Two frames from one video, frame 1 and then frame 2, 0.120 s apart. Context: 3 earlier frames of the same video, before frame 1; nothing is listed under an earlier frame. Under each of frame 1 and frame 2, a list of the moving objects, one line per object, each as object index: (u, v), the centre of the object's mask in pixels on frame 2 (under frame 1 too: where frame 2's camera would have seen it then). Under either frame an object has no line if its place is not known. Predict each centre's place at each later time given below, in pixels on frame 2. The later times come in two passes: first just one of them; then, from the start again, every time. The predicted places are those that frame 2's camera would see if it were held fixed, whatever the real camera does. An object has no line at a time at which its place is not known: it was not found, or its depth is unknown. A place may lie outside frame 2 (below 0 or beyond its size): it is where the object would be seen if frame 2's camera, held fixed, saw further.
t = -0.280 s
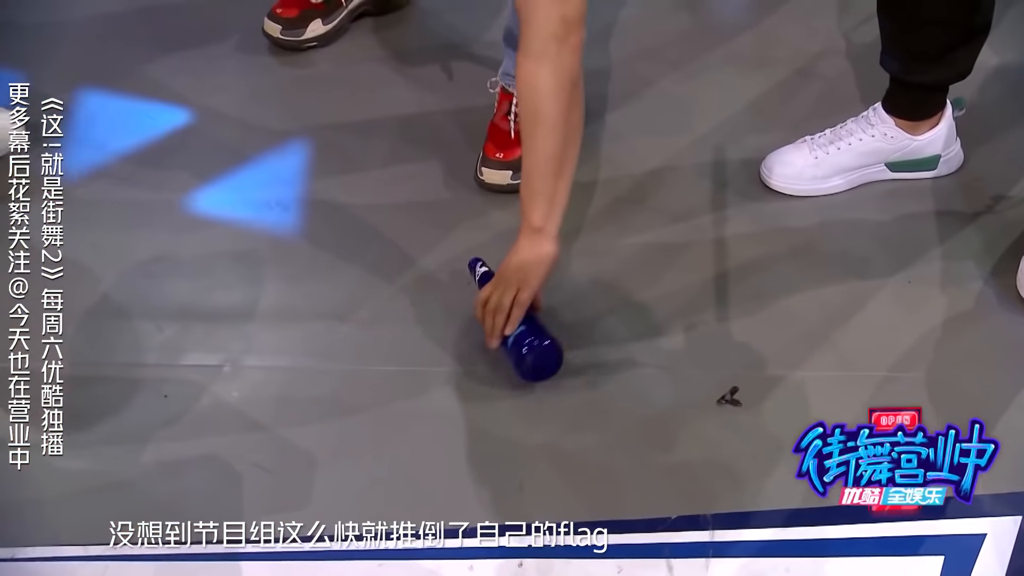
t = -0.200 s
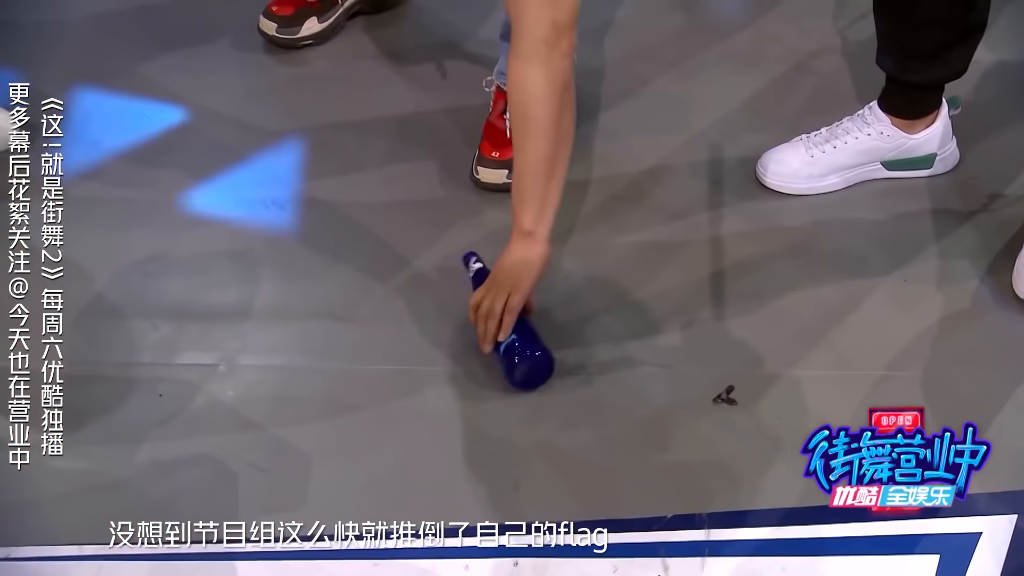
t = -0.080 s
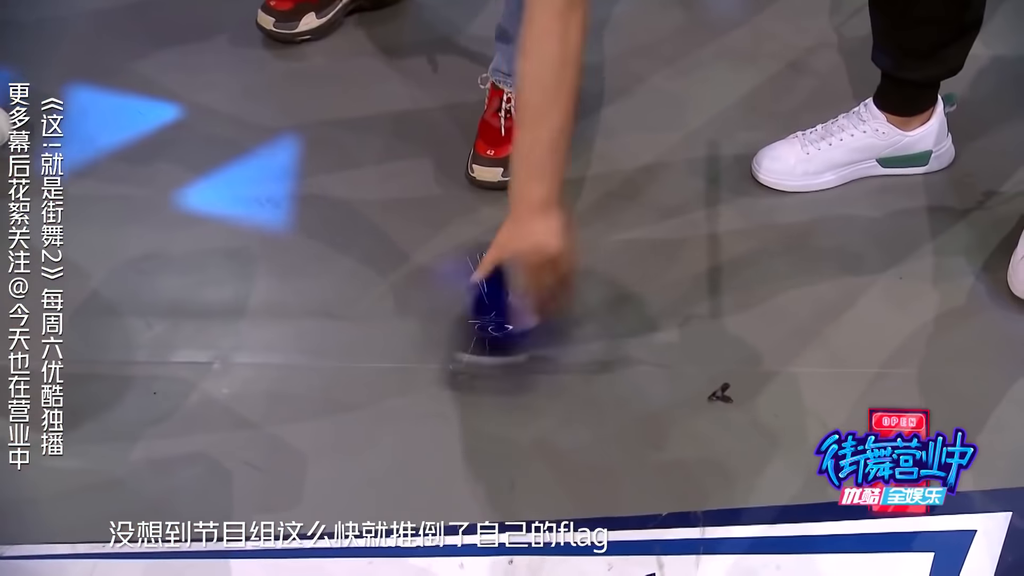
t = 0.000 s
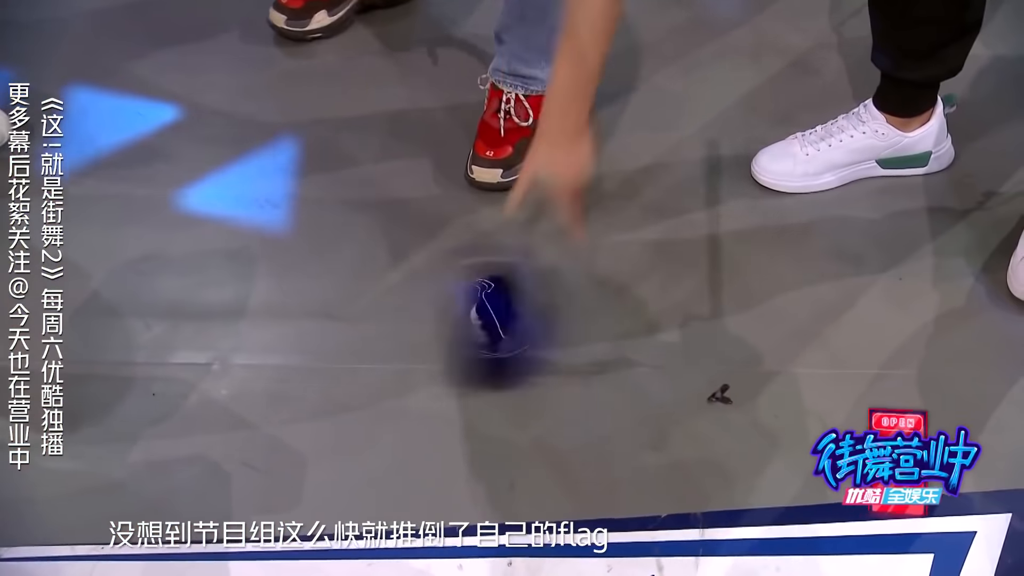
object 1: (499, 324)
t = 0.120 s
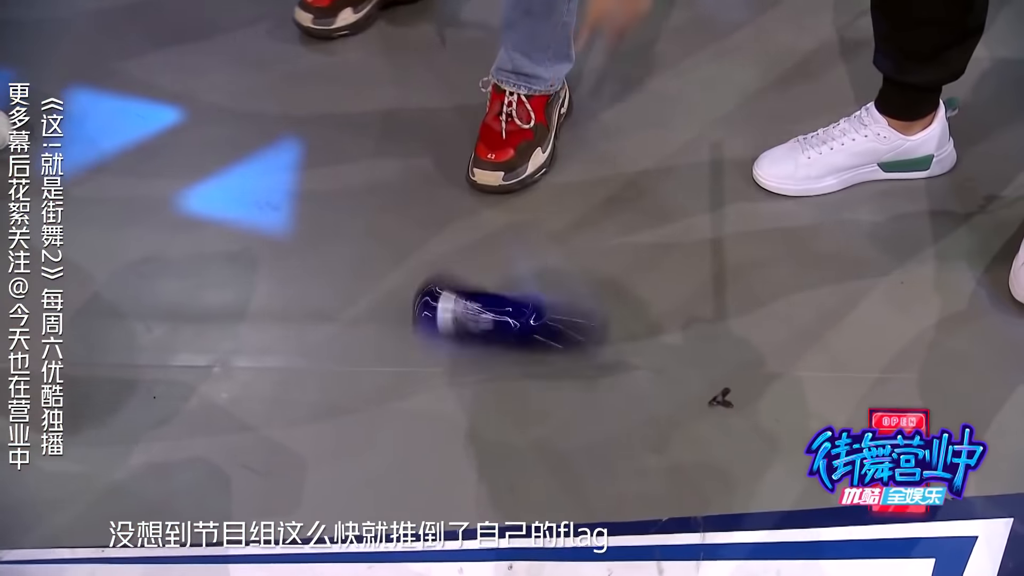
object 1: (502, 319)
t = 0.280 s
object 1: (497, 303)
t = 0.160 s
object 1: (487, 325)
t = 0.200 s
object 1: (503, 322)
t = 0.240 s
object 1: (486, 317)
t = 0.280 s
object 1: (497, 303)
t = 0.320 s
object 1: (499, 313)
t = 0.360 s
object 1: (497, 308)
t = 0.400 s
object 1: (493, 315)
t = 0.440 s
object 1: (492, 308)
